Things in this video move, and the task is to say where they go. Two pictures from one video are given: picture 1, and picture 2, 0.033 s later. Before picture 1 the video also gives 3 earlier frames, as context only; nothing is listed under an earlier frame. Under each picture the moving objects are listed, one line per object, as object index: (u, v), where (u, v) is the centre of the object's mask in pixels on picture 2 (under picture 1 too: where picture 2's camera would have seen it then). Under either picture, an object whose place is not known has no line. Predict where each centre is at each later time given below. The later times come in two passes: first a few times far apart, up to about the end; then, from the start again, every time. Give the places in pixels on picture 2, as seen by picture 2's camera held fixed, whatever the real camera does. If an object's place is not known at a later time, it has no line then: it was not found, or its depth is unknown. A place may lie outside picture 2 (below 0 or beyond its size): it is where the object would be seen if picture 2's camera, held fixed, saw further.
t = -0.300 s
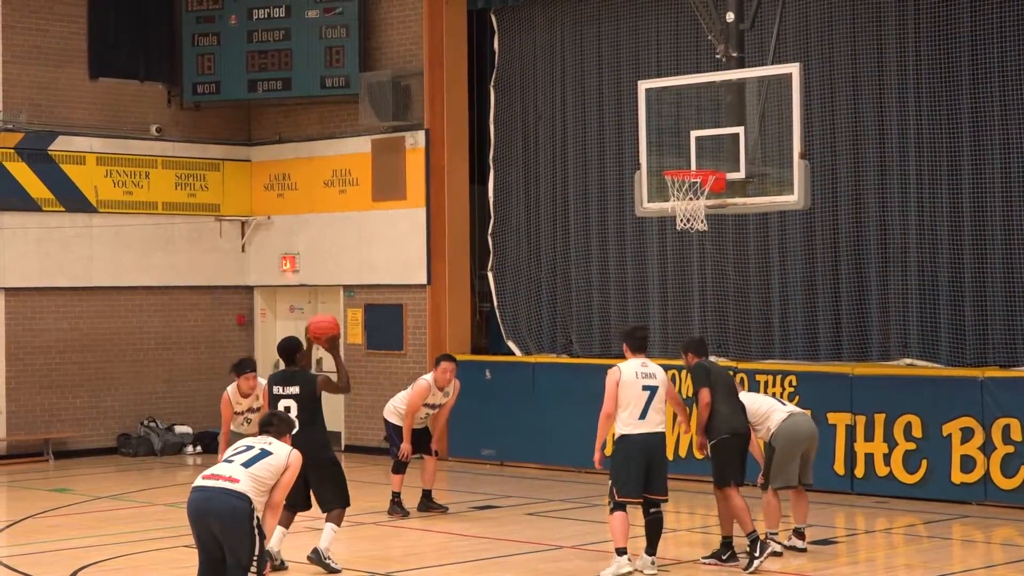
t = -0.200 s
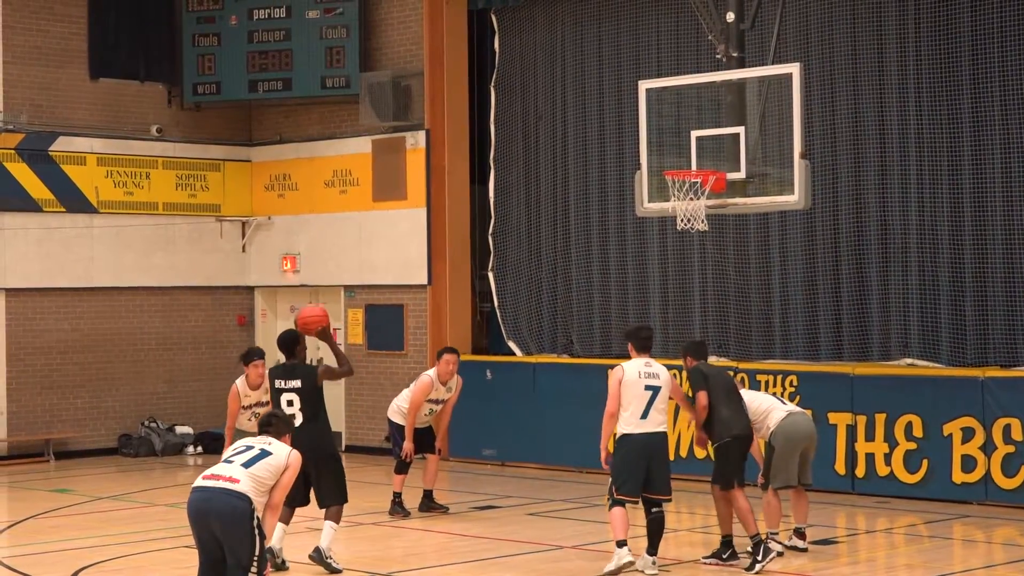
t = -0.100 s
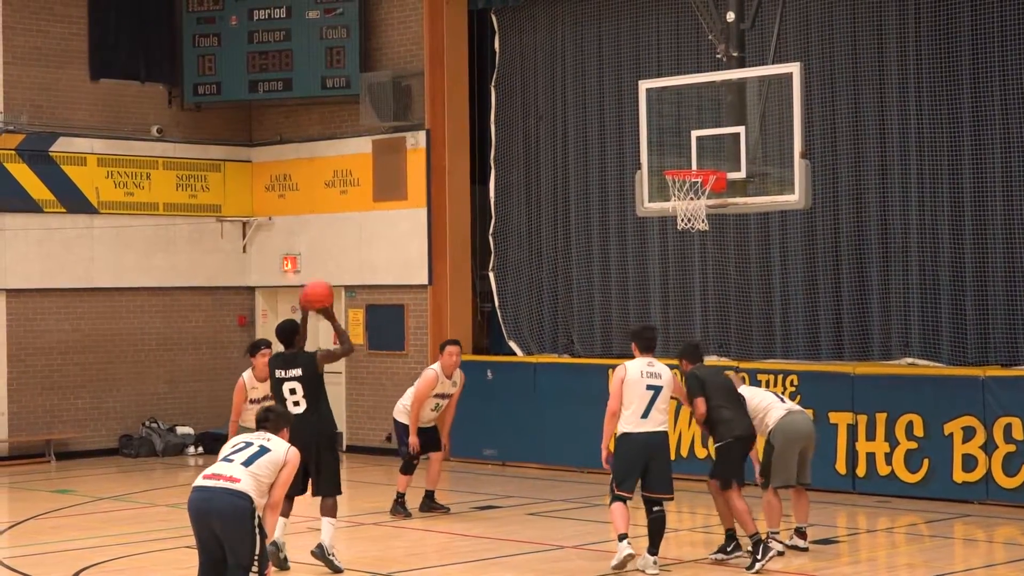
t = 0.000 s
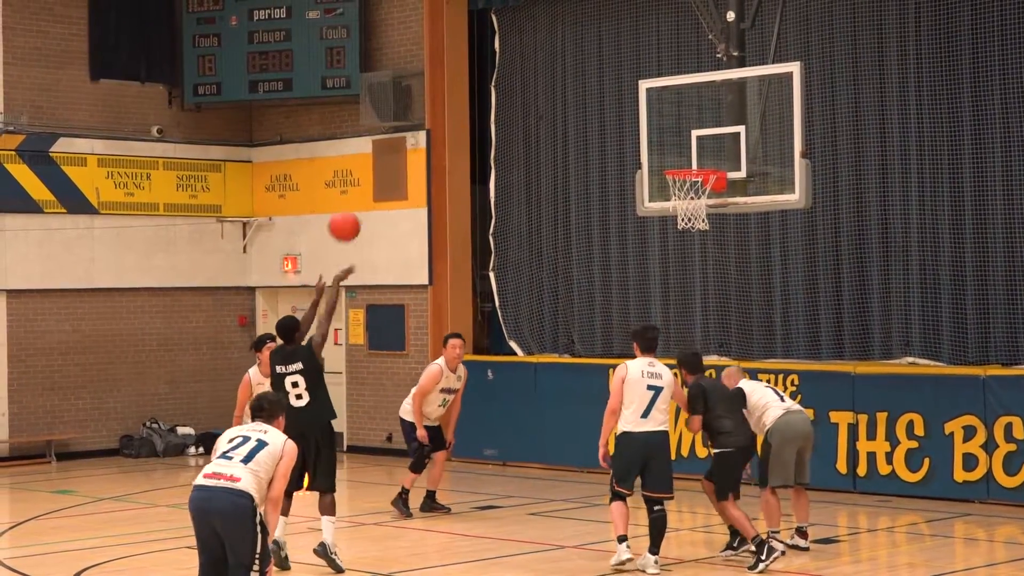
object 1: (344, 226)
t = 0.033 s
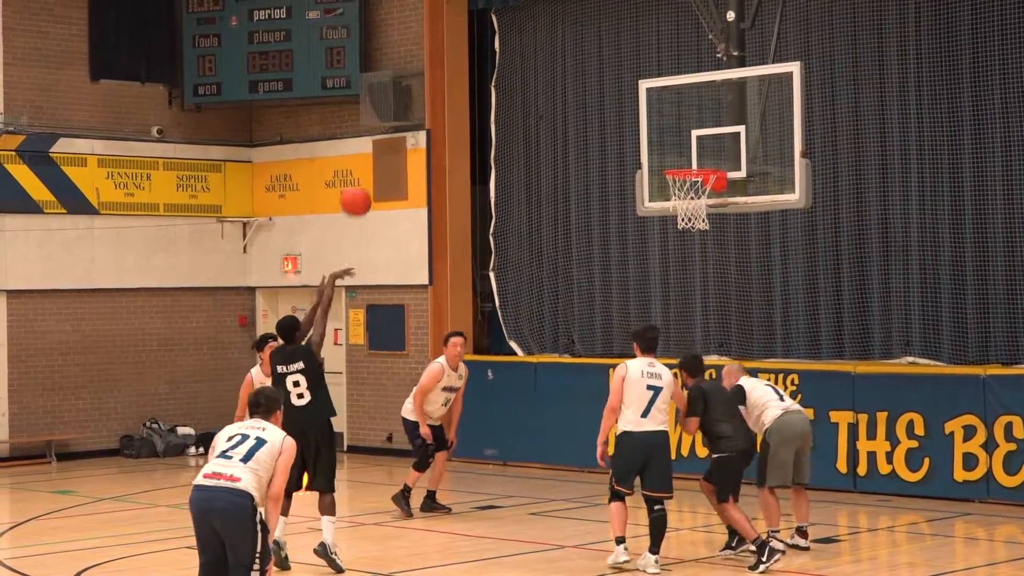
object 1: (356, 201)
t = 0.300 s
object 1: (442, 55)
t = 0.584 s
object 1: (526, 11)
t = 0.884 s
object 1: (608, 57)
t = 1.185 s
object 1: (682, 152)
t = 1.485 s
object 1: (714, 154)
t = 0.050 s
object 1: (361, 189)
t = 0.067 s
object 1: (367, 177)
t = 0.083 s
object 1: (373, 165)
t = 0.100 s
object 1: (378, 155)
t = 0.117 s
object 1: (383, 143)
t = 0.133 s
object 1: (389, 135)
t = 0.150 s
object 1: (395, 123)
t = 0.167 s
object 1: (400, 115)
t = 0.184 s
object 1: (404, 106)
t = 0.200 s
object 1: (410, 98)
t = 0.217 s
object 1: (415, 90)
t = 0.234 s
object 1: (420, 82)
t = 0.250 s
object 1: (426, 74)
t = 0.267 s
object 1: (431, 69)
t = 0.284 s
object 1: (436, 61)
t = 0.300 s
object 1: (442, 55)
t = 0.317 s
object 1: (447, 50)
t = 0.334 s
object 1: (451, 45)
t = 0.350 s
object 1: (458, 39)
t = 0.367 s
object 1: (463, 35)
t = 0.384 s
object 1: (468, 30)
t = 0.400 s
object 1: (473, 26)
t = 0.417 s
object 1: (478, 23)
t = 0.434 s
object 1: (483, 20)
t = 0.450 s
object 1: (488, 17)
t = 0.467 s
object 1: (492, 15)
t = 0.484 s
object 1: (497, 14)
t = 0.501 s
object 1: (502, 13)
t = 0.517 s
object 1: (507, 12)
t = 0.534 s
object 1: (512, 11)
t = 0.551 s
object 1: (517, 11)
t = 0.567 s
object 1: (521, 11)
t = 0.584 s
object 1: (526, 11)
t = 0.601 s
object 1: (531, 11)
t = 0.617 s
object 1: (536, 11)
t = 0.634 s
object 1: (540, 11)
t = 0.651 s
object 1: (545, 11)
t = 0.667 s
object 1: (550, 12)
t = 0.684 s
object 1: (555, 13)
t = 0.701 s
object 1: (559, 14)
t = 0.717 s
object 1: (563, 16)
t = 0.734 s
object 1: (568, 19)
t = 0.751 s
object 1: (572, 22)
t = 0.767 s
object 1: (577, 25)
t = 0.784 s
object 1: (582, 29)
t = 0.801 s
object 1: (586, 33)
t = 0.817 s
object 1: (590, 37)
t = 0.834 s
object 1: (594, 41)
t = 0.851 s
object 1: (599, 46)
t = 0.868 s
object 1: (603, 51)
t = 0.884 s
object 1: (608, 57)
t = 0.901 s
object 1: (612, 63)
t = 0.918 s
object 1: (617, 68)
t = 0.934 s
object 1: (621, 74)
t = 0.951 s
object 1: (625, 81)
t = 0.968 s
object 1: (629, 88)
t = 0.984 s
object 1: (633, 94)
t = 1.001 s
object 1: (637, 102)
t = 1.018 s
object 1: (641, 110)
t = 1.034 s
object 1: (645, 118)
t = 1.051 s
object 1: (650, 126)
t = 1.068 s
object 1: (654, 134)
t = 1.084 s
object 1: (659, 142)
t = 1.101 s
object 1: (663, 151)
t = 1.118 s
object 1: (666, 158)
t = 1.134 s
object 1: (669, 158)
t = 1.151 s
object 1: (674, 157)
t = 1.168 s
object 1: (678, 155)
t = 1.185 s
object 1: (682, 152)
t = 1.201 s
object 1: (685, 152)
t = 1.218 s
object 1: (689, 150)
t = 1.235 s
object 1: (694, 149)
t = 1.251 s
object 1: (696, 149)
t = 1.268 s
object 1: (702, 148)
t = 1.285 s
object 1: (705, 148)
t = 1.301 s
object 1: (709, 148)
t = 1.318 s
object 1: (712, 149)
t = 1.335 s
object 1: (715, 150)
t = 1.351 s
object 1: (715, 151)
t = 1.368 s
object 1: (715, 150)
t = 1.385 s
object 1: (715, 150)
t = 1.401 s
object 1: (715, 150)
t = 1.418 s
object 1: (715, 150)
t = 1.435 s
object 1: (715, 150)
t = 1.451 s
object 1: (714, 151)
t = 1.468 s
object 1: (714, 152)
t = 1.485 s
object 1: (714, 154)
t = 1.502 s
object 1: (713, 155)
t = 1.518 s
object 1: (713, 153)
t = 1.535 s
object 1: (712, 152)
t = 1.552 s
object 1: (712, 151)
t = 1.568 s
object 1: (711, 150)
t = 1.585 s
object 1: (710, 149)
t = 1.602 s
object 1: (709, 149)
